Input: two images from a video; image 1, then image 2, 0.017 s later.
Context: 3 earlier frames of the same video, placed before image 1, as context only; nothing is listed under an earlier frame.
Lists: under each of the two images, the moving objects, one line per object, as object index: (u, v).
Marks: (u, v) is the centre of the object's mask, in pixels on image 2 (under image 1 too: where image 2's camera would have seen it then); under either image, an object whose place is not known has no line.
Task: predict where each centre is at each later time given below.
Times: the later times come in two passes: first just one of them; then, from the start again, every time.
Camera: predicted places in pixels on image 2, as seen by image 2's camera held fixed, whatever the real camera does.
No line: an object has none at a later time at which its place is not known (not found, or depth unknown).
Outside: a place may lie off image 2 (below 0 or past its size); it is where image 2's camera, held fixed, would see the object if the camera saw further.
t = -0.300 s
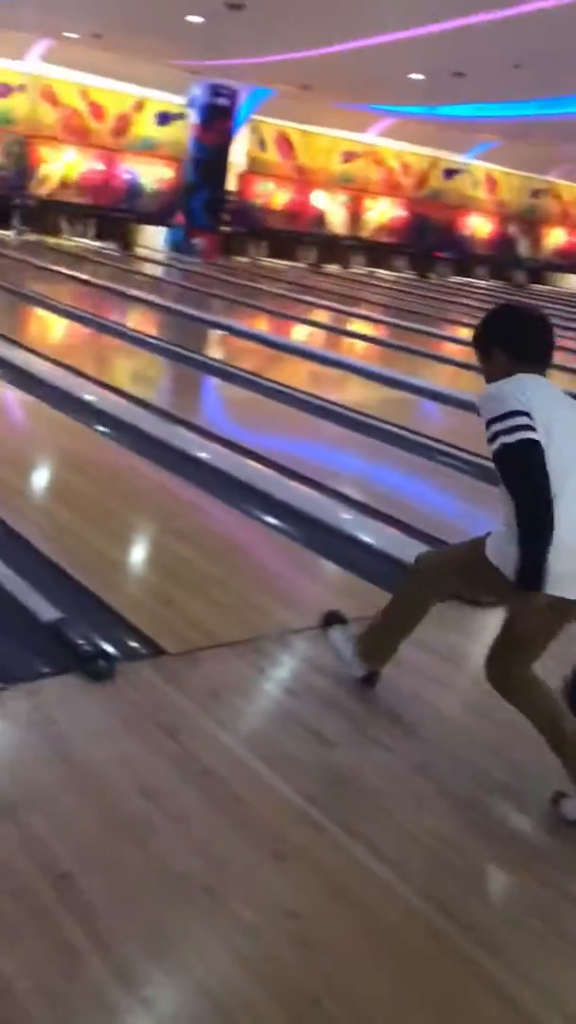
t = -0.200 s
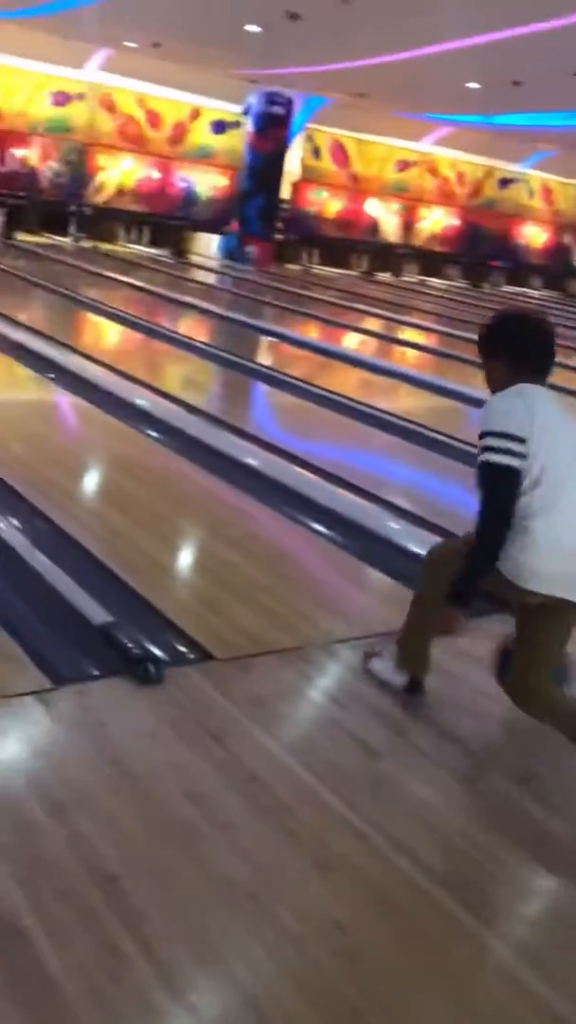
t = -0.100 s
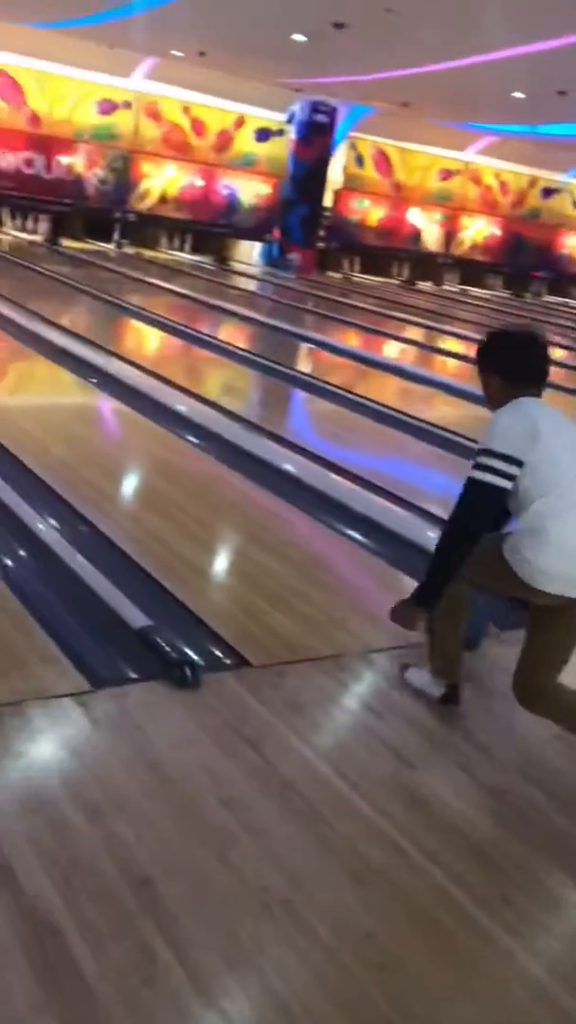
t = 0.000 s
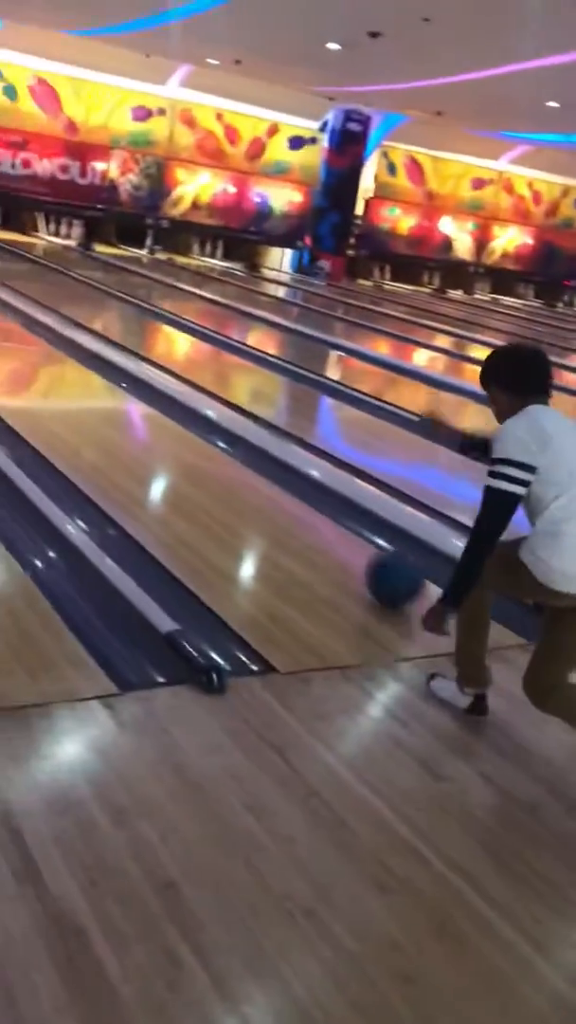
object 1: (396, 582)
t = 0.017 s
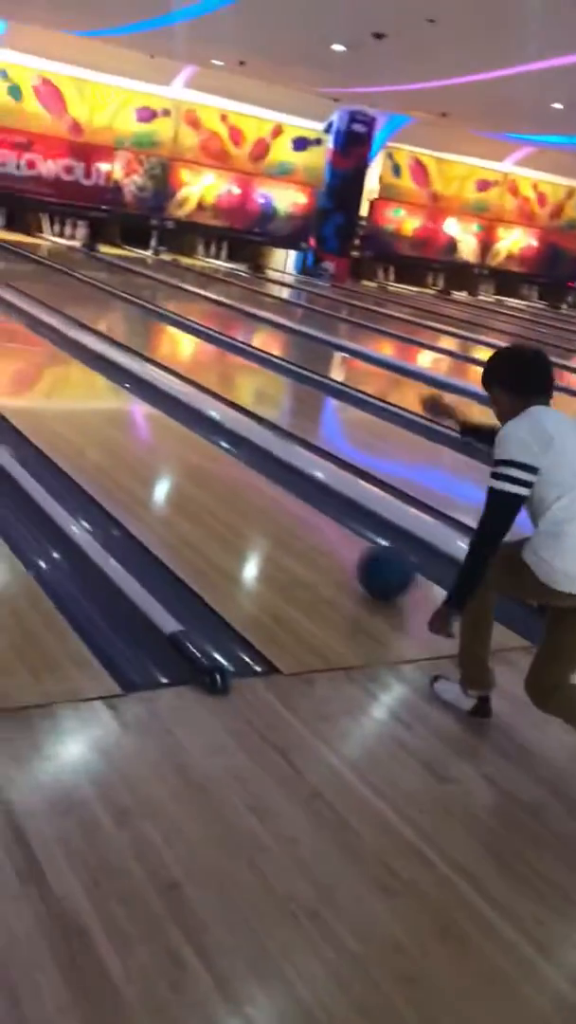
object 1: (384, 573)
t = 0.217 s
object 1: (267, 492)
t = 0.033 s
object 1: (373, 565)
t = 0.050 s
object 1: (362, 556)
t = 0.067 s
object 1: (351, 550)
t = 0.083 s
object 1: (341, 543)
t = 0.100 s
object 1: (330, 536)
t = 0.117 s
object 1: (320, 529)
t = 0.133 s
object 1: (310, 522)
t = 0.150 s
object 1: (301, 515)
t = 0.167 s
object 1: (292, 509)
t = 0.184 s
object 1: (284, 502)
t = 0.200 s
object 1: (275, 497)
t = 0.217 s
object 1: (267, 492)
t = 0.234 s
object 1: (259, 486)
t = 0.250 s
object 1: (252, 482)
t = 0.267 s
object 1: (245, 476)
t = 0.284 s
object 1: (237, 471)
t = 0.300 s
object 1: (231, 465)
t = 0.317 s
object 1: (224, 461)
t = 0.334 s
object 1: (217, 457)
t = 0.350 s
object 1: (211, 452)
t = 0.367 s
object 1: (205, 448)
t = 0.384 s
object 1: (199, 444)
